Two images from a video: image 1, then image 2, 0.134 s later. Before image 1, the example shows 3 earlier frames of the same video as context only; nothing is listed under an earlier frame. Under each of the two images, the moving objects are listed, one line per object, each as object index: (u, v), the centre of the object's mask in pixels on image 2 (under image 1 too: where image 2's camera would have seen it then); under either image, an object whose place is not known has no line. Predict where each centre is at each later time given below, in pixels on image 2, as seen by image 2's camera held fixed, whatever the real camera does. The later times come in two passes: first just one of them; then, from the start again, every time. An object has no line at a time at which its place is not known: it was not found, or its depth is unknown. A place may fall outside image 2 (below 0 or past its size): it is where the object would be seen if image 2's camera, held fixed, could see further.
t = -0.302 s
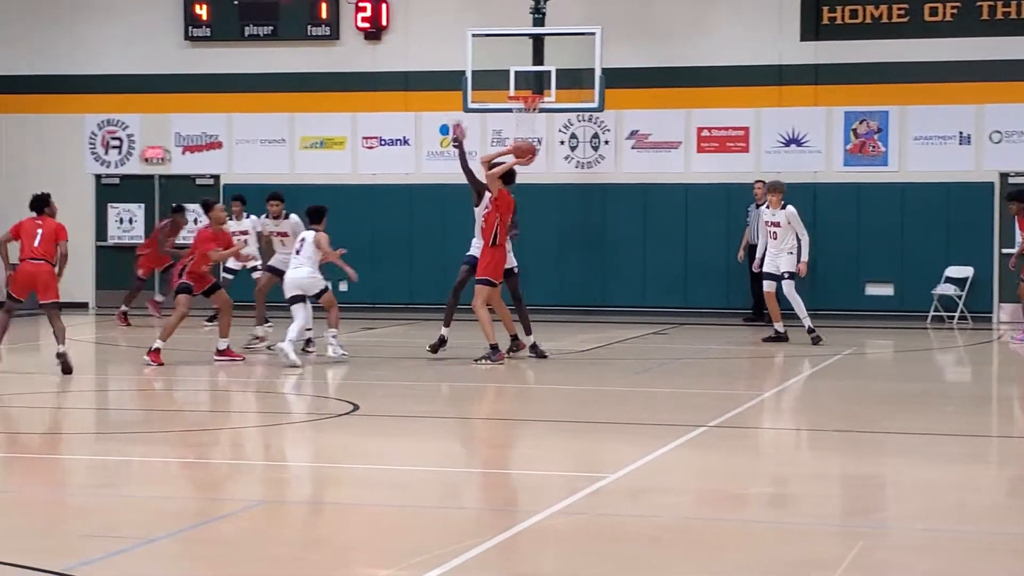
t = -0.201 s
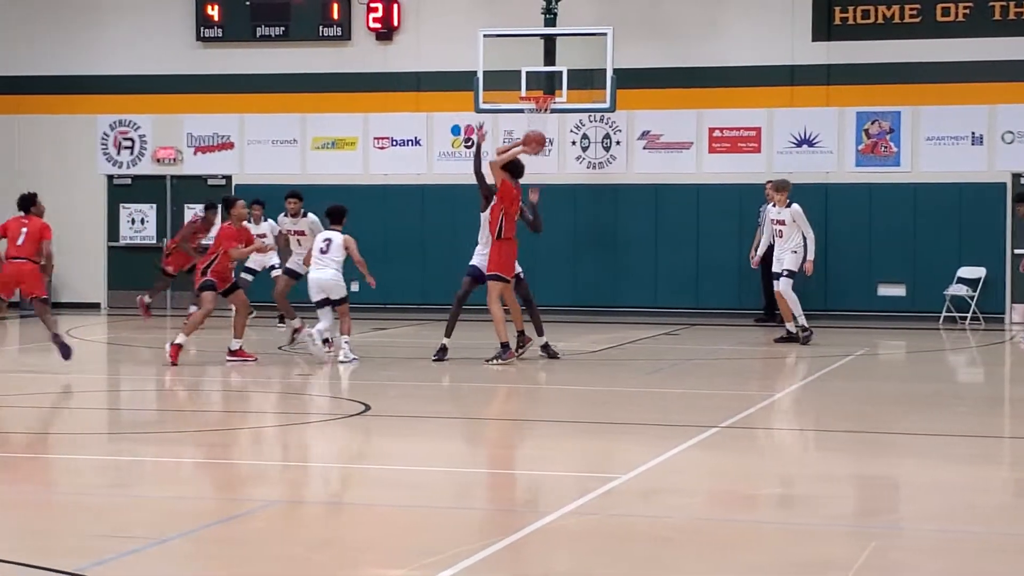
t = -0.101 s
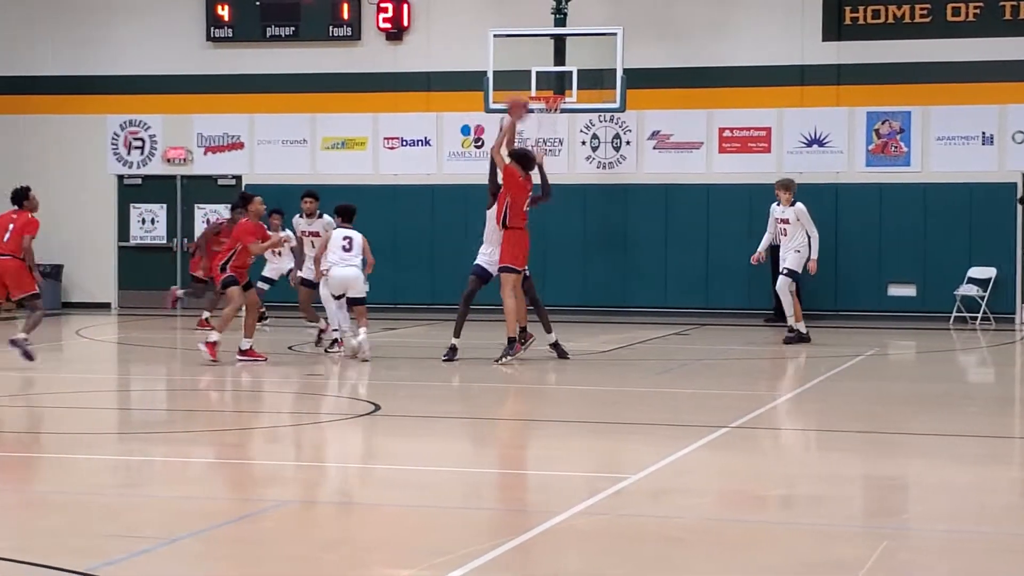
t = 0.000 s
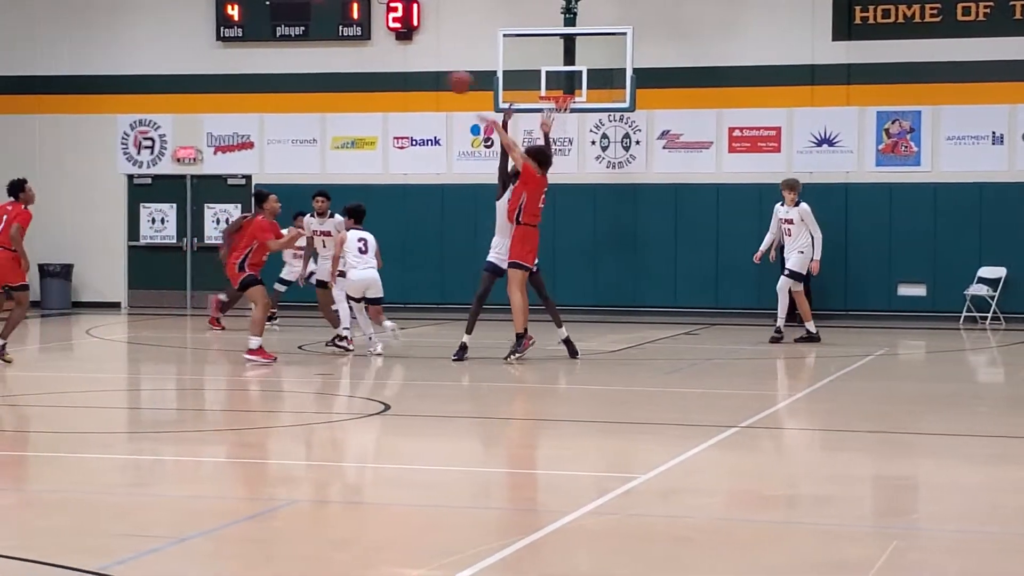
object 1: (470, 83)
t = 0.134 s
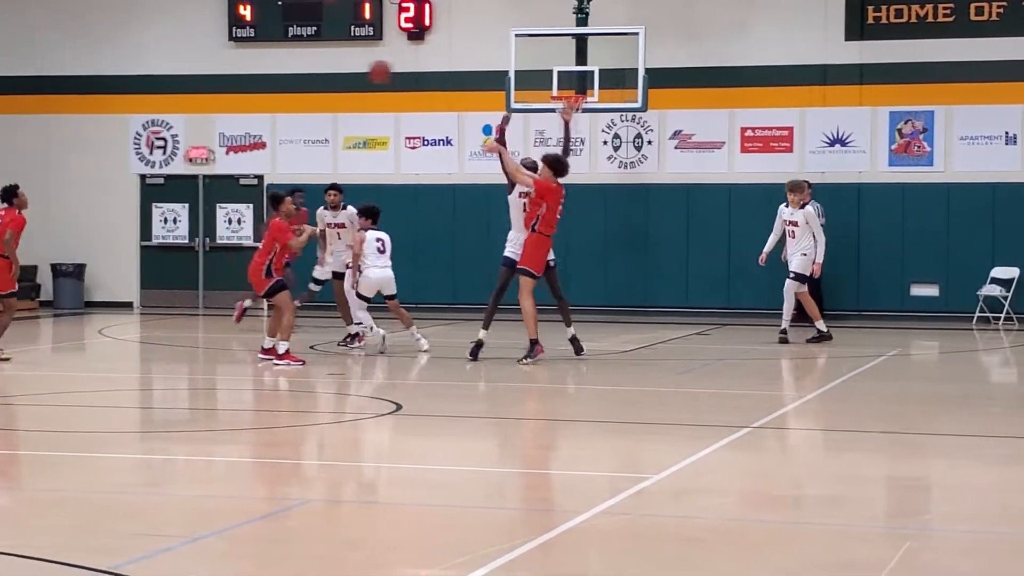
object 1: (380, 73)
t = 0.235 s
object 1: (317, 75)
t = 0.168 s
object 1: (359, 73)
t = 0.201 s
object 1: (338, 73)
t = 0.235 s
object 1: (317, 75)
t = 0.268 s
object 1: (296, 79)
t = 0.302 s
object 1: (277, 82)
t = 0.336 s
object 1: (258, 86)
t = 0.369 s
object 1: (239, 92)
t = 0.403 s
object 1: (219, 99)
